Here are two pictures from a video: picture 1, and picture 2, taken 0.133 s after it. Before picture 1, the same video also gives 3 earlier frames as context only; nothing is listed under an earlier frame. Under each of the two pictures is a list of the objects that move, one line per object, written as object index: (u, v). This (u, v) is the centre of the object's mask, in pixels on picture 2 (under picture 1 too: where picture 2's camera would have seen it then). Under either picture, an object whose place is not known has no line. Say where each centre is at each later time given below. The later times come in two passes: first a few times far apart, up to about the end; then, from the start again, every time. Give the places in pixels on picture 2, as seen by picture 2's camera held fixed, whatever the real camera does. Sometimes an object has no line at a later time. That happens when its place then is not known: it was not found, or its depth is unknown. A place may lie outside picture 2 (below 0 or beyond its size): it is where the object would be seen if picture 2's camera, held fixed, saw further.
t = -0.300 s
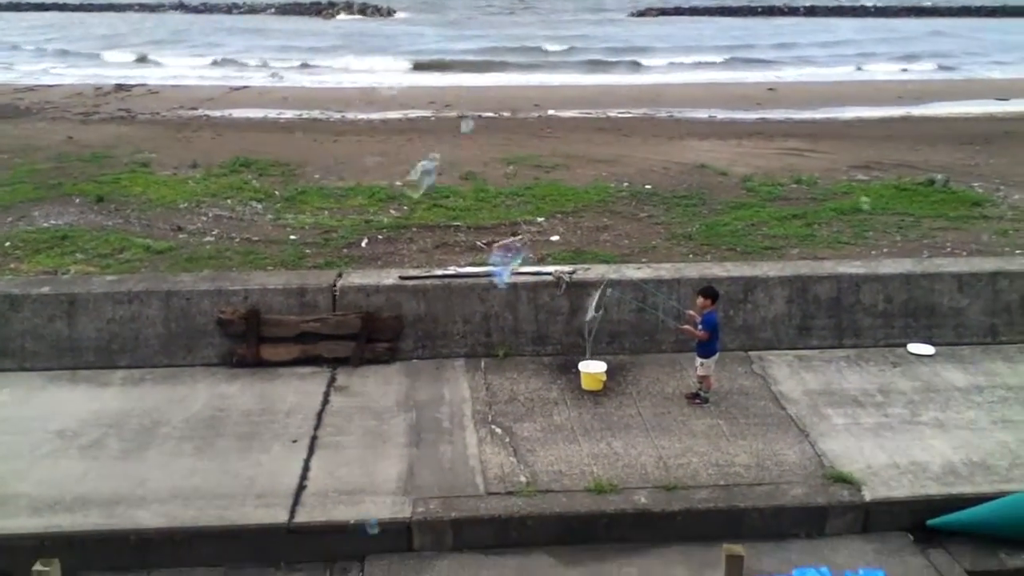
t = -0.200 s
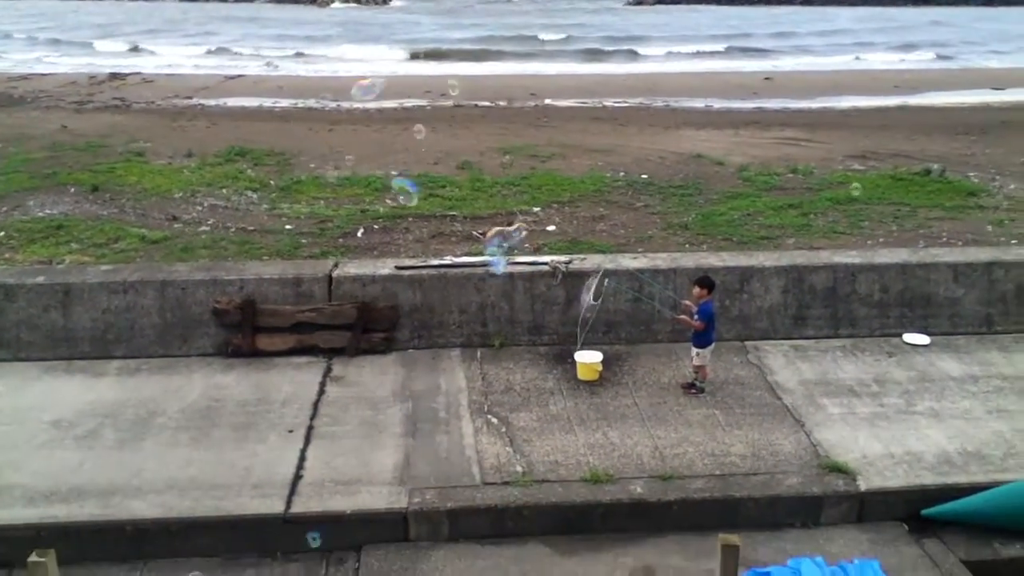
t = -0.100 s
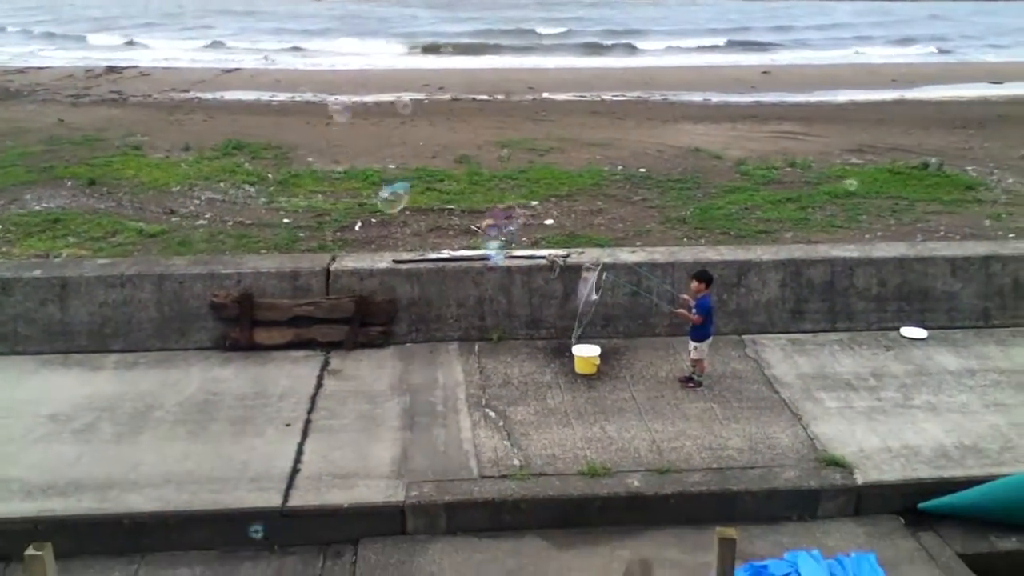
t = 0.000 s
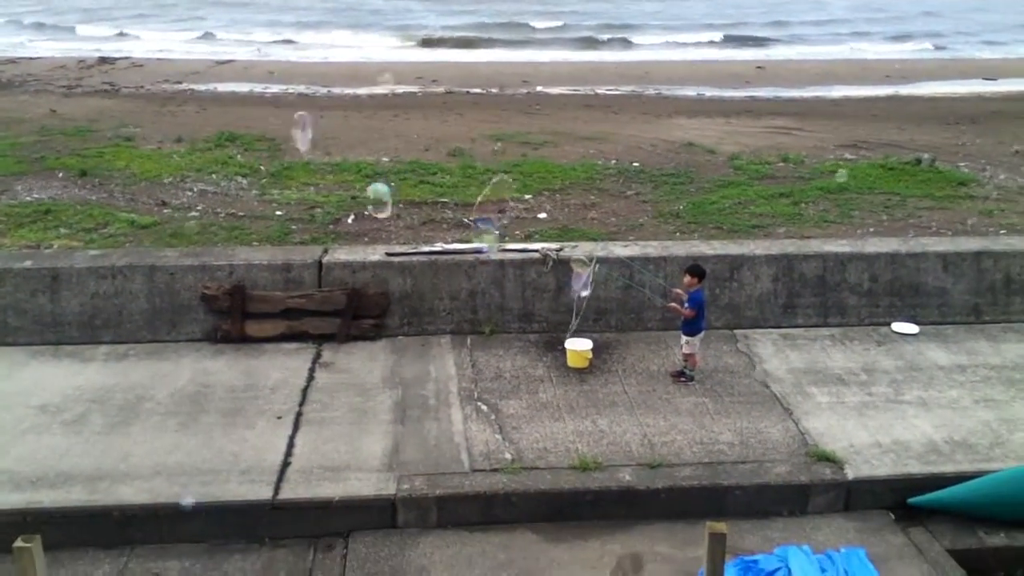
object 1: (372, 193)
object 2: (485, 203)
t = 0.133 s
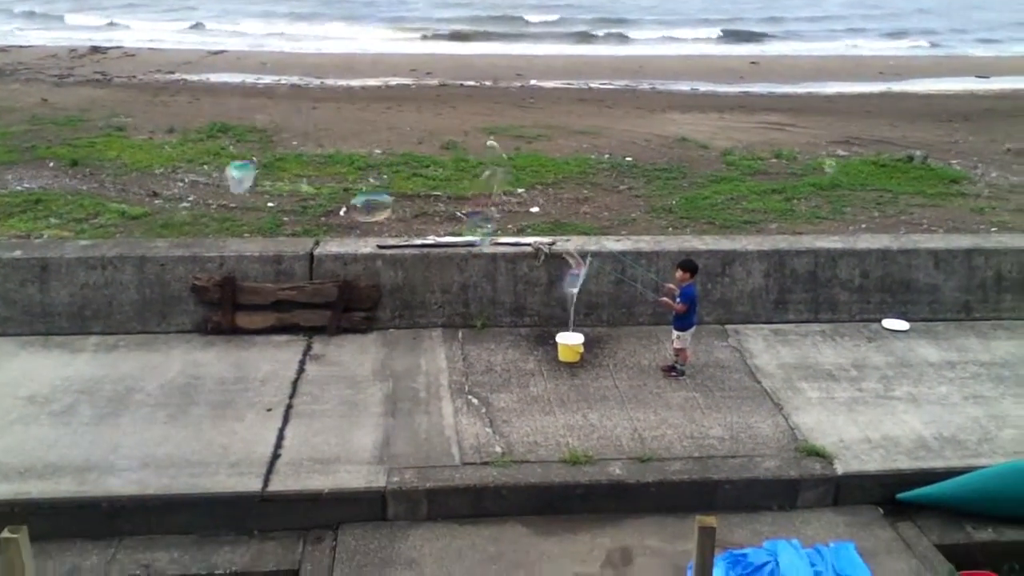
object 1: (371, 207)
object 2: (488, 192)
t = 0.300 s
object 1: (381, 236)
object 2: (483, 204)
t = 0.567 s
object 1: (363, 310)
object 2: (465, 189)
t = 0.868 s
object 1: (372, 480)
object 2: (443, 148)
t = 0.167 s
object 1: (374, 211)
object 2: (487, 194)
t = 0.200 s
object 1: (378, 218)
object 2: (486, 202)
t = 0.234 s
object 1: (381, 223)
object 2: (485, 203)
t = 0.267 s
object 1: (383, 228)
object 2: (484, 204)
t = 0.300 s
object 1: (381, 236)
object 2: (483, 204)
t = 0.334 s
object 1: (378, 241)
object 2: (480, 213)
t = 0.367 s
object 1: (377, 246)
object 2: (478, 211)
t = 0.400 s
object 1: (373, 254)
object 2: (478, 210)
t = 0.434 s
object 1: (370, 263)
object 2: (478, 208)
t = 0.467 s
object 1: (367, 271)
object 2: (472, 201)
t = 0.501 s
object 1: (366, 283)
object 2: (469, 196)
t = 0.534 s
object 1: (364, 296)
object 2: (468, 193)
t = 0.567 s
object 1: (363, 310)
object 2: (465, 189)
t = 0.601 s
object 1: (361, 326)
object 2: (462, 187)
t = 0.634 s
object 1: (362, 343)
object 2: (461, 184)
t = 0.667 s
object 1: (364, 360)
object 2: (459, 180)
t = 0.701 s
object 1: (364, 379)
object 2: (456, 175)
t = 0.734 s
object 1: (365, 400)
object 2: (453, 172)
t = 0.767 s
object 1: (365, 419)
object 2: (454, 170)
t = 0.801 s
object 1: (366, 440)
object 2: (450, 164)
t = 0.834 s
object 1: (370, 460)
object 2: (448, 162)
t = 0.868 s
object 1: (372, 480)
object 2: (443, 148)
